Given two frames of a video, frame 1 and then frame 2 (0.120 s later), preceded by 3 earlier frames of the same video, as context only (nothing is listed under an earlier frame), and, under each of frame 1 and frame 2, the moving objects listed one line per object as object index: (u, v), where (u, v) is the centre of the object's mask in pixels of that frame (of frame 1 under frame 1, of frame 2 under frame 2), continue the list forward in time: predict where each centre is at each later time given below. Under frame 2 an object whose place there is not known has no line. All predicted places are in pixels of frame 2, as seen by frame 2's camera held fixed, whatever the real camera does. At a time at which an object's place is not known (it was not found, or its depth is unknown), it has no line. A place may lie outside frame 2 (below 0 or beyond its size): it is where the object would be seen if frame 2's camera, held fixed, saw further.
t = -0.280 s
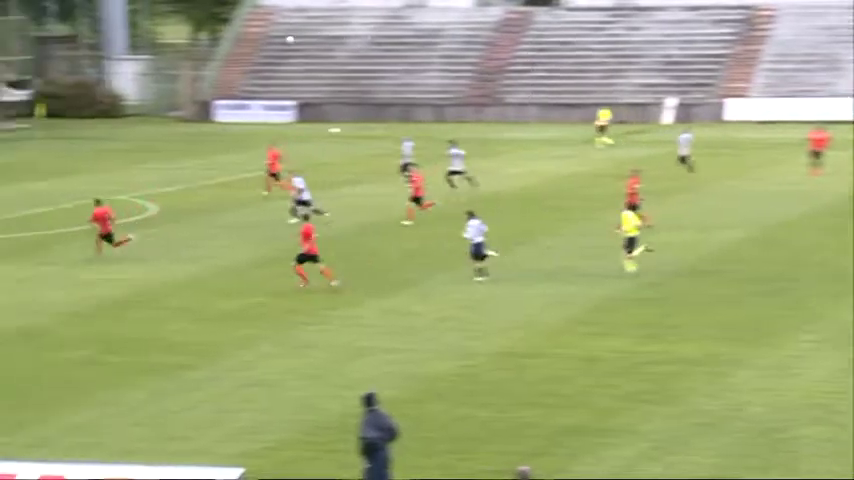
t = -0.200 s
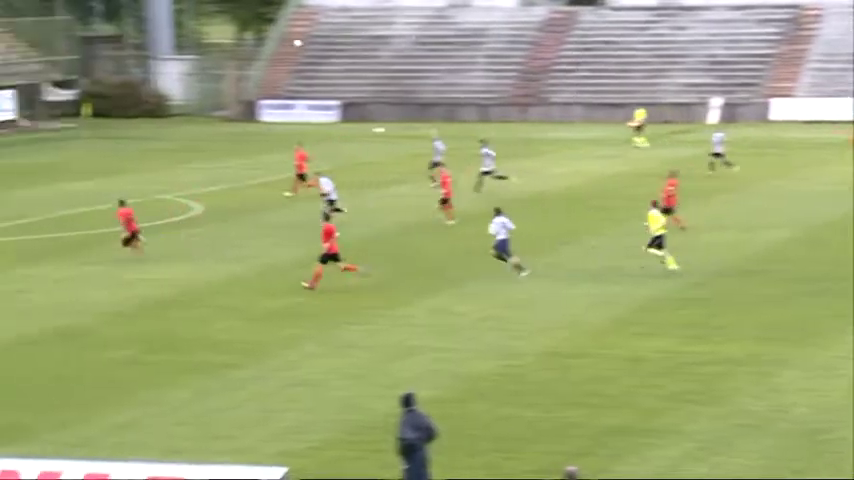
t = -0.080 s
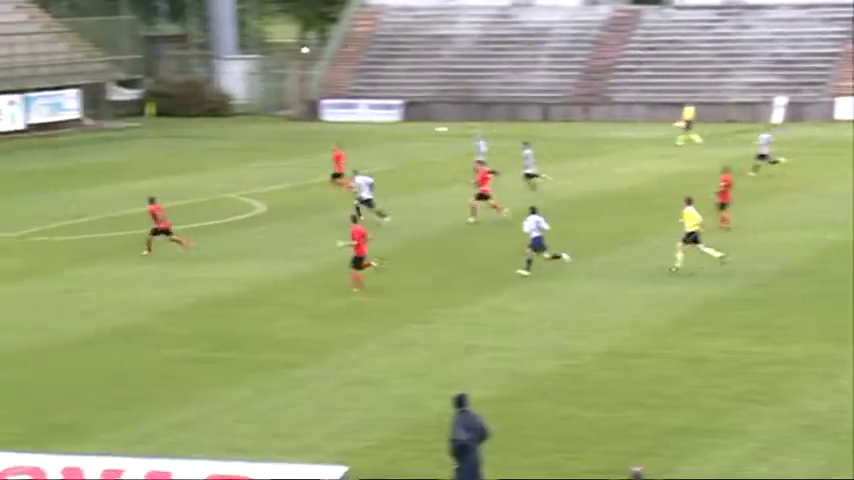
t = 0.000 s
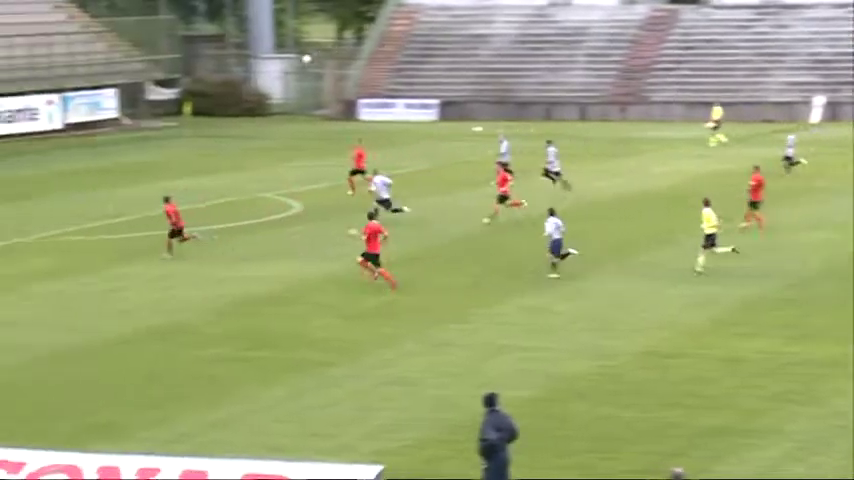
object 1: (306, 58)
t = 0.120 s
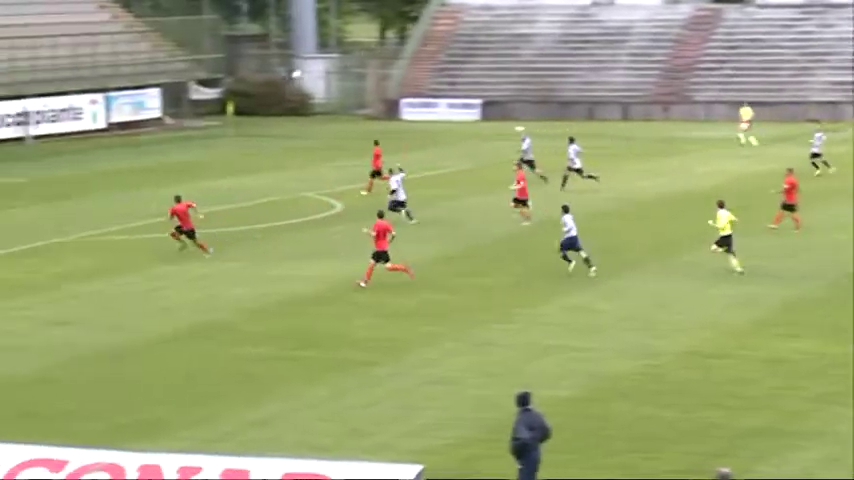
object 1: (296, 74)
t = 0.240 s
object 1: (244, 95)
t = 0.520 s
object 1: (127, 165)
